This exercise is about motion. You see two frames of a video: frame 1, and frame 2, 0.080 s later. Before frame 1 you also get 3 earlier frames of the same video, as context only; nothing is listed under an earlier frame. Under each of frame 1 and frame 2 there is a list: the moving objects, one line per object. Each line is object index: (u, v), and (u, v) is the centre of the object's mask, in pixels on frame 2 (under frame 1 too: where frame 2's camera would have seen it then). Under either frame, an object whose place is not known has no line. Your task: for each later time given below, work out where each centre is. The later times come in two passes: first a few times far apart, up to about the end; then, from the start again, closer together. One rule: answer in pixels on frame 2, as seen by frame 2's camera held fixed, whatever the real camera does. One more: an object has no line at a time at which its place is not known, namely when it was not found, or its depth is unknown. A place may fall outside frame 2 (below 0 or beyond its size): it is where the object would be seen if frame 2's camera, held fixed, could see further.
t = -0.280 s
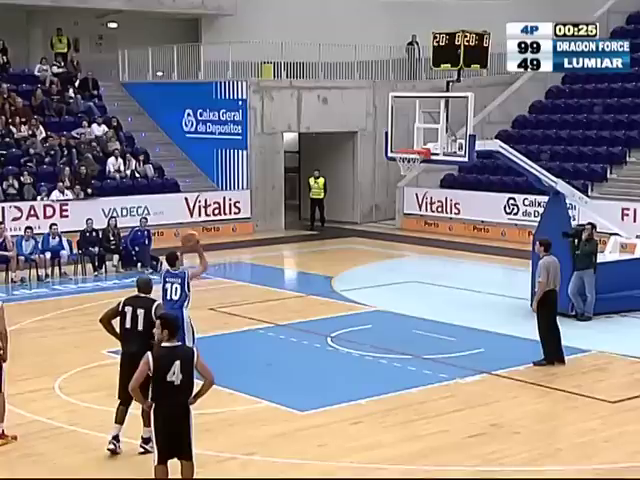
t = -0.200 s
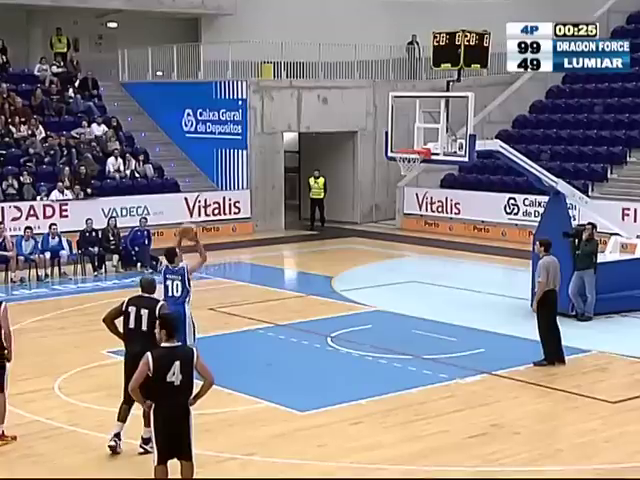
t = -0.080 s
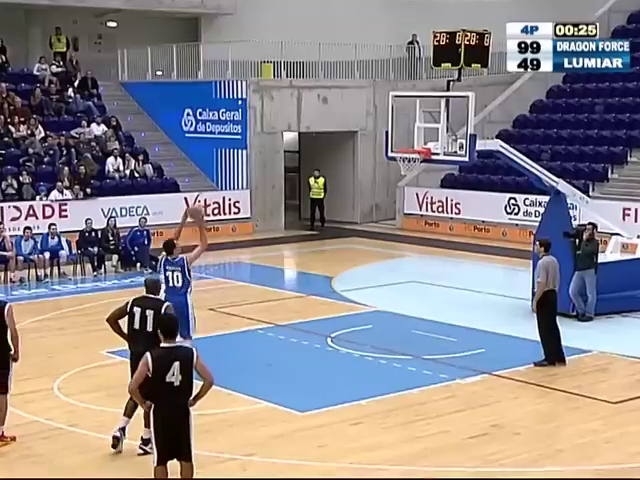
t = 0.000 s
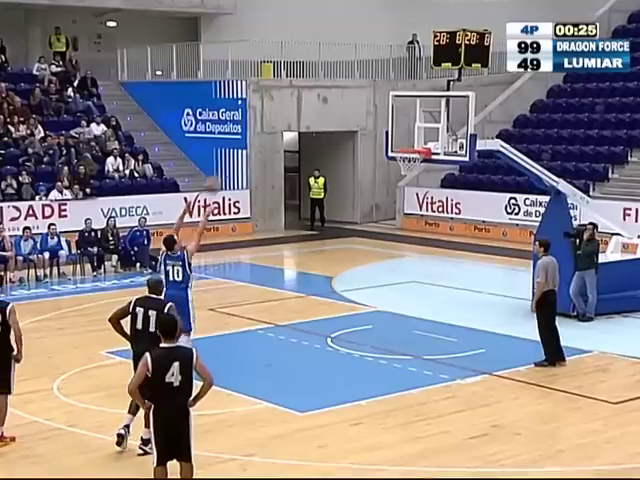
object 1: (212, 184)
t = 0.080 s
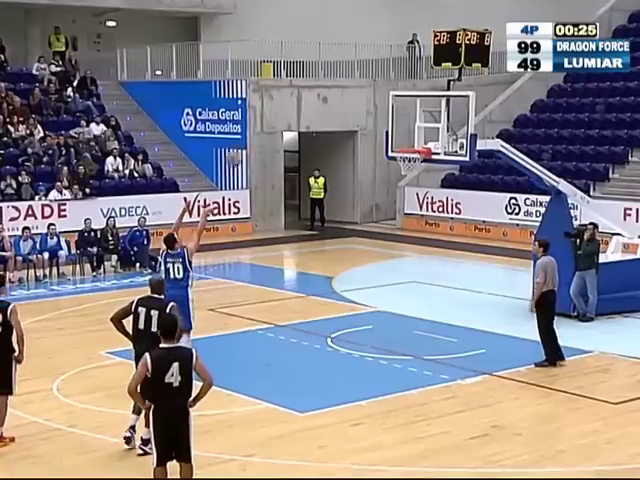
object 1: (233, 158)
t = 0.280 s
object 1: (282, 115)
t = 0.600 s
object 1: (354, 104)
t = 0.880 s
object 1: (410, 143)
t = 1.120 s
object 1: (404, 160)
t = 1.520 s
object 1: (416, 204)
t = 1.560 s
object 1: (416, 213)
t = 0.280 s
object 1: (282, 115)
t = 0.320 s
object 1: (292, 110)
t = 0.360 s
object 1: (300, 105)
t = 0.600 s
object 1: (354, 104)
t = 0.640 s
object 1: (363, 107)
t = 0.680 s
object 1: (370, 112)
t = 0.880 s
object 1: (410, 143)
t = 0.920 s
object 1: (416, 151)
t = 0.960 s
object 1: (408, 163)
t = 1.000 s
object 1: (405, 162)
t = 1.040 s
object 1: (403, 160)
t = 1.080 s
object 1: (403, 160)
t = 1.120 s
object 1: (404, 160)
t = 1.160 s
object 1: (405, 162)
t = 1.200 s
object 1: (406, 162)
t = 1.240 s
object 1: (407, 164)
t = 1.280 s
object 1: (408, 166)
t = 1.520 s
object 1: (416, 204)
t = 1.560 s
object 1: (416, 213)
